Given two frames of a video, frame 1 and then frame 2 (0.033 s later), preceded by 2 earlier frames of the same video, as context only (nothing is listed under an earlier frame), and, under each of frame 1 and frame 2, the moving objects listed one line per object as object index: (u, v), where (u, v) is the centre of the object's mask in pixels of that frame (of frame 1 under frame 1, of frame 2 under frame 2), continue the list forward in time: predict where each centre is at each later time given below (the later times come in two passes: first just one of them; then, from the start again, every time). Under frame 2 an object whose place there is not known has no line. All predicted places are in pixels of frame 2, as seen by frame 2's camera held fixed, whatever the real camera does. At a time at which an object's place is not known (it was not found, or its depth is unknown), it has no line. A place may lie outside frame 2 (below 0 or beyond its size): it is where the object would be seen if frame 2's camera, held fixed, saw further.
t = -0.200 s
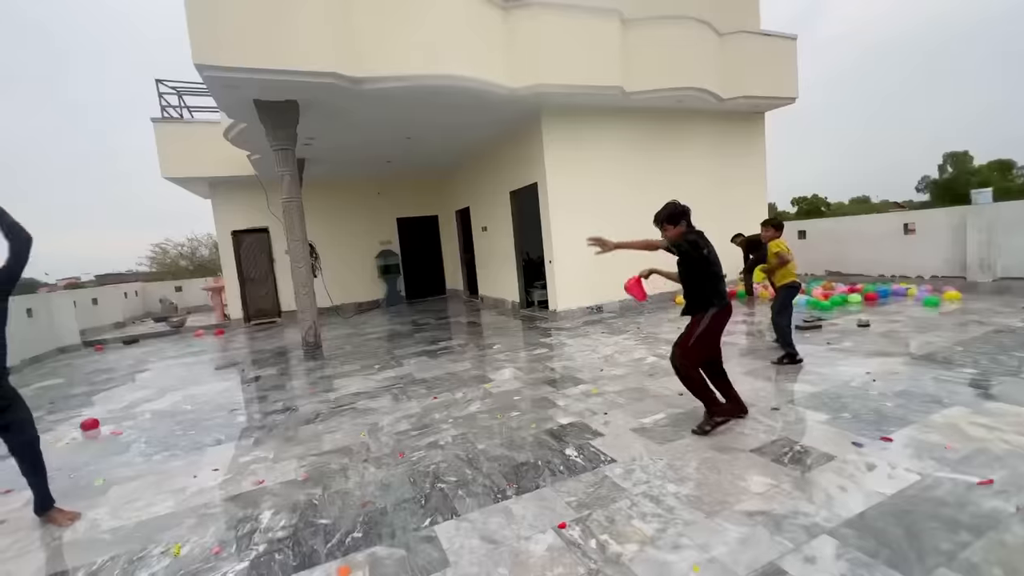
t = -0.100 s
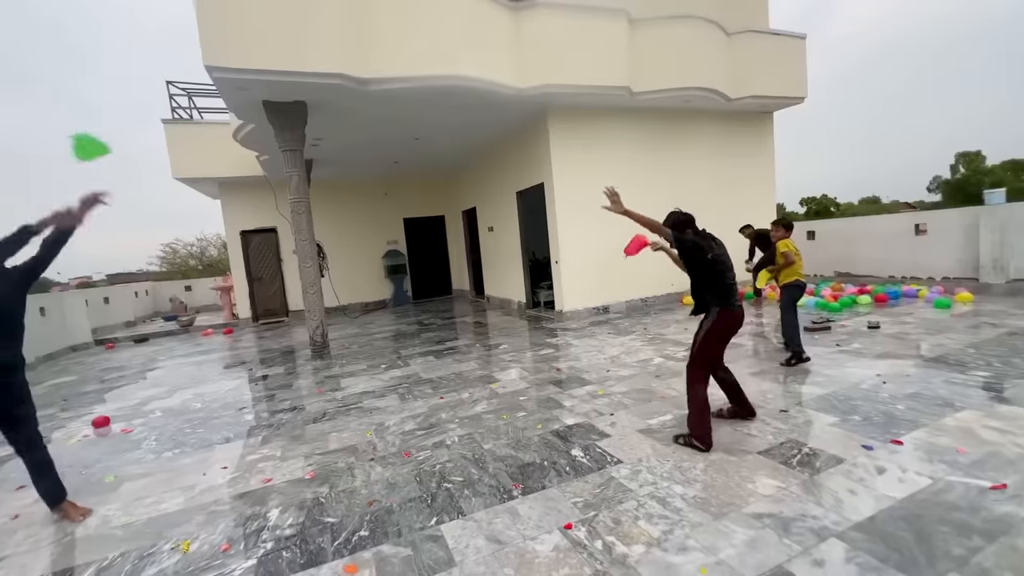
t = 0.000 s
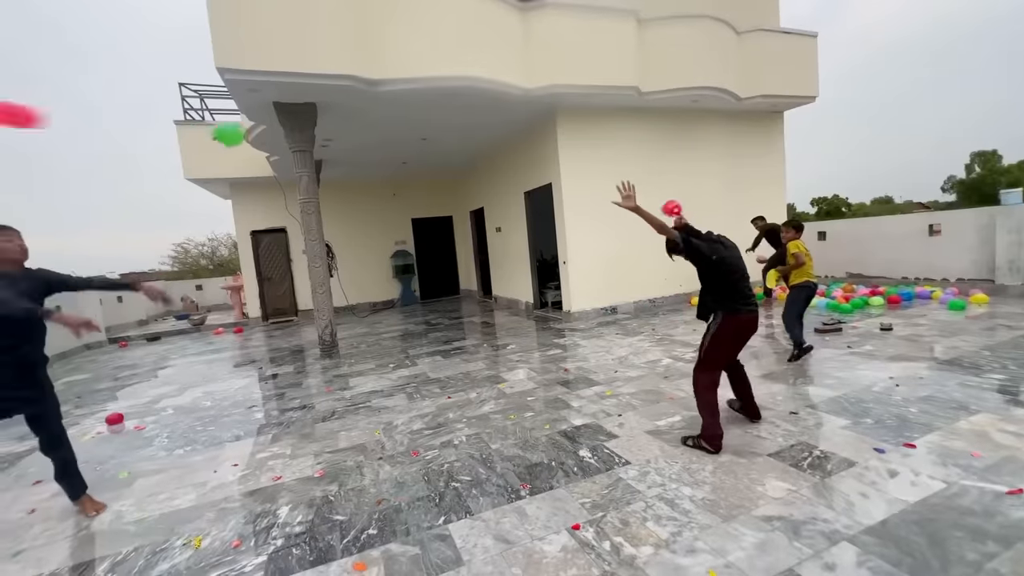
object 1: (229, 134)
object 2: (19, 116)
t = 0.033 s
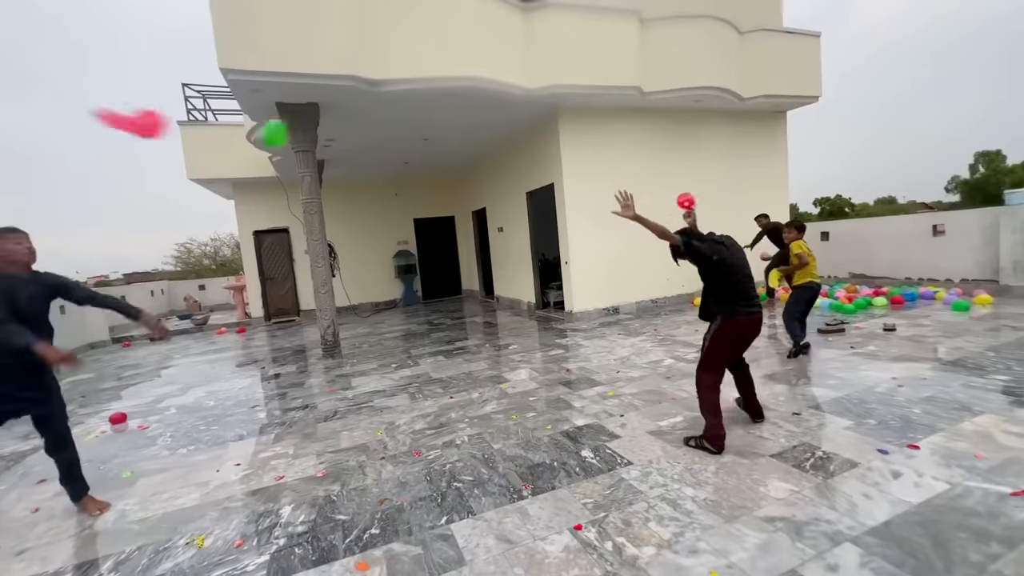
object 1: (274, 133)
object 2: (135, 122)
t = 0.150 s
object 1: (416, 150)
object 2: (482, 178)
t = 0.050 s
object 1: (293, 135)
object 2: (196, 132)
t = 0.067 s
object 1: (313, 137)
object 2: (257, 140)
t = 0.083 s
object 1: (335, 138)
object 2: (306, 149)
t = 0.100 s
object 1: (352, 133)
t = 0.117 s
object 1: (373, 142)
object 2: (403, 165)
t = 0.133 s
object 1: (395, 146)
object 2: (444, 170)
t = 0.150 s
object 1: (416, 150)
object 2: (482, 178)
